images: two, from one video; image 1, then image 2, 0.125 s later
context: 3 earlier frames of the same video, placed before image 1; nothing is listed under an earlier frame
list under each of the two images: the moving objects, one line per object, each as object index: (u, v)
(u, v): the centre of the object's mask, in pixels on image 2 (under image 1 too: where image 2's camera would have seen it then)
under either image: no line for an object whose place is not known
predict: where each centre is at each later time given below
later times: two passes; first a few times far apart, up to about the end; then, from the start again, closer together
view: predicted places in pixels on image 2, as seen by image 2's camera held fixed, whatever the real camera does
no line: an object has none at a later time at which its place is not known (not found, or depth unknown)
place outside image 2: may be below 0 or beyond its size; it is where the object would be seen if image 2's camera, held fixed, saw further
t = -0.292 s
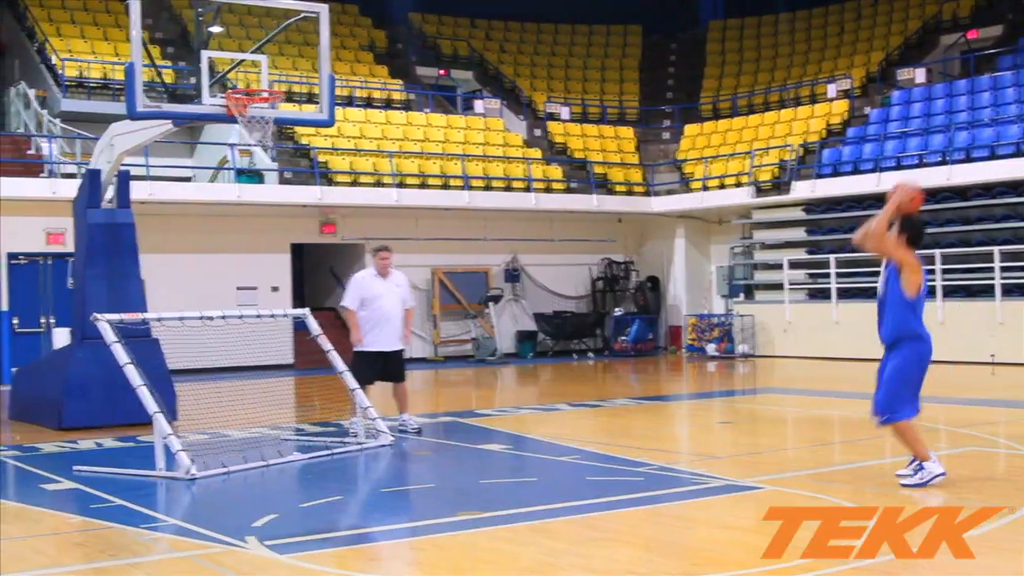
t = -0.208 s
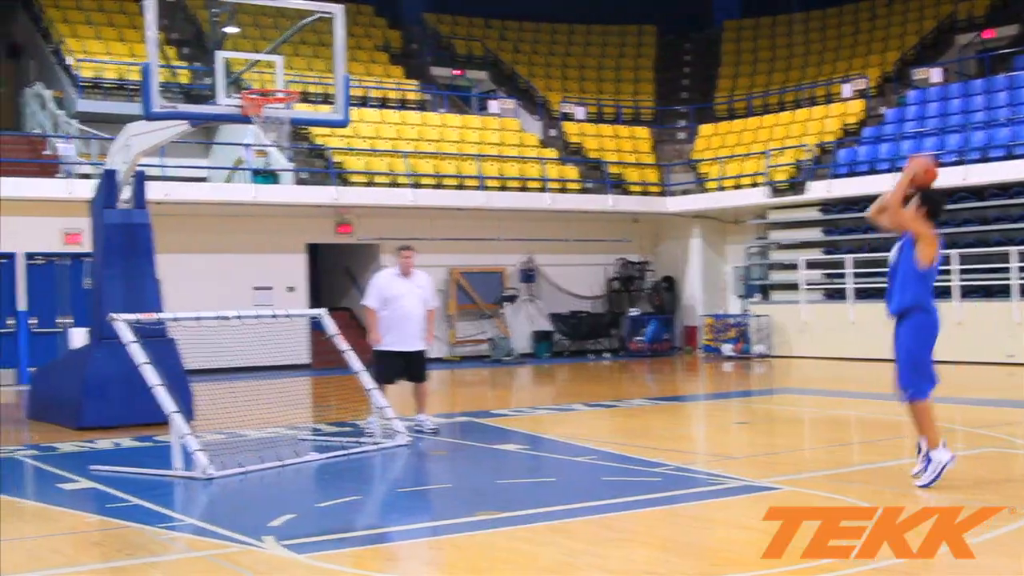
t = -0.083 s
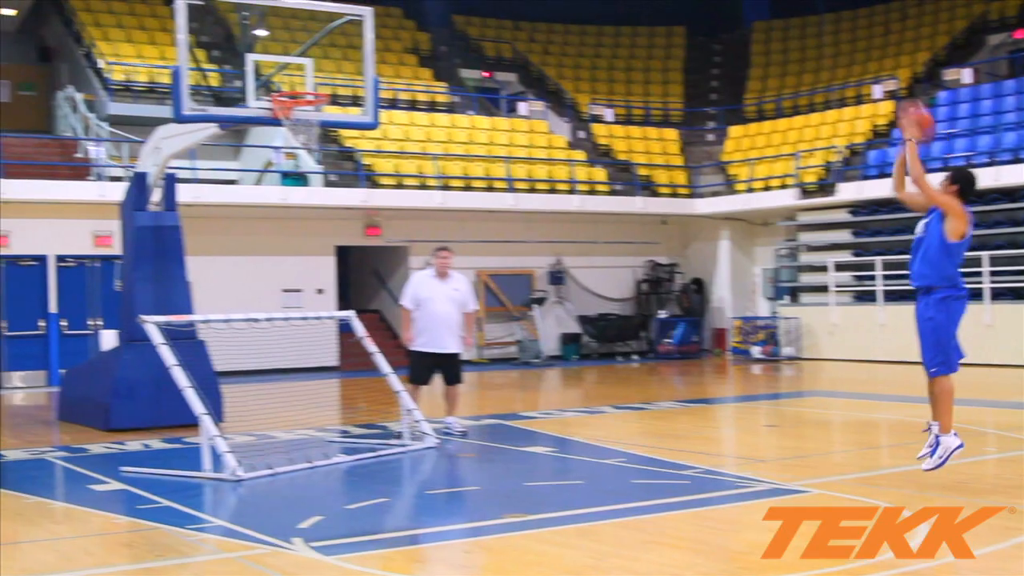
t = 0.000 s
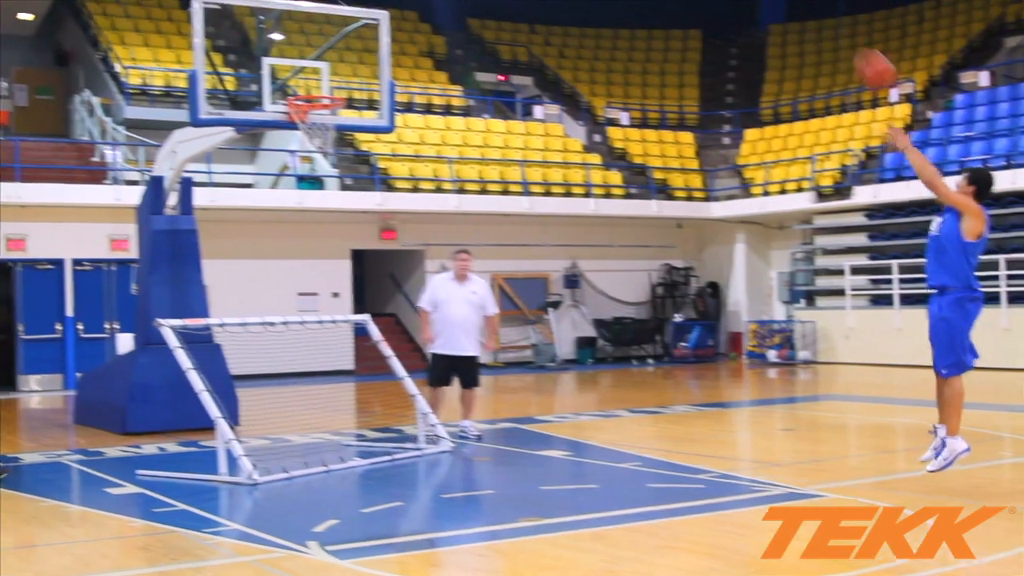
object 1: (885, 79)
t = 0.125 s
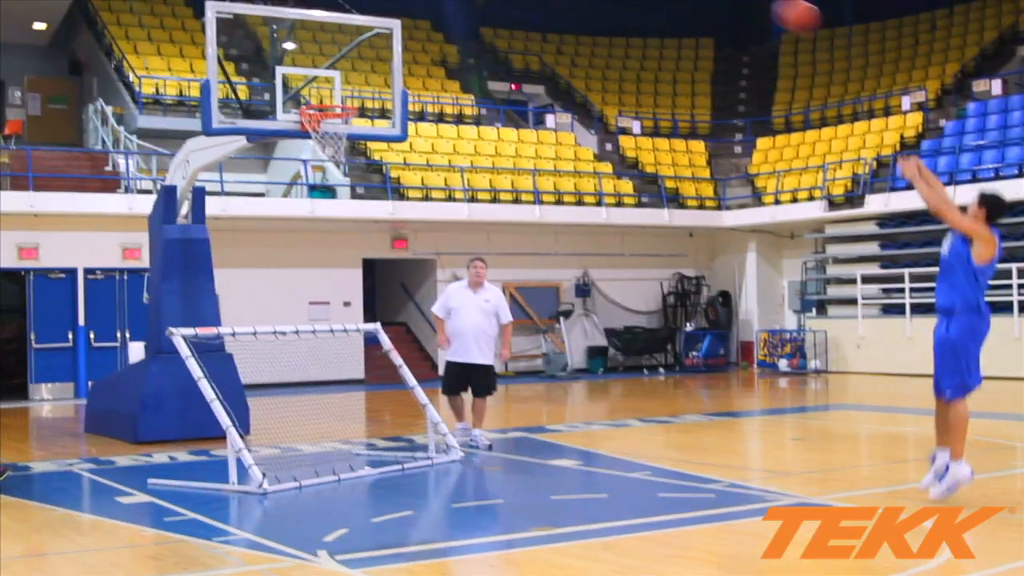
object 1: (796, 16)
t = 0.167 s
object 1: (769, 5)
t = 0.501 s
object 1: (557, -38)
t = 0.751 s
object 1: (429, 12)
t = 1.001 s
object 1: (314, 130)
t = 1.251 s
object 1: (281, 228)
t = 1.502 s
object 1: (246, 404)
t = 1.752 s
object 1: (374, 481)
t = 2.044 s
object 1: (543, 456)
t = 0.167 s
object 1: (769, 5)
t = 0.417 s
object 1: (606, -34)
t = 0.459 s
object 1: (581, -37)
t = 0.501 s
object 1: (557, -38)
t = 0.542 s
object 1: (535, -38)
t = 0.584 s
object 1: (514, -32)
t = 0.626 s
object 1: (491, -23)
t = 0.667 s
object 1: (469, -13)
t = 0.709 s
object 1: (448, 0)
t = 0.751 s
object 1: (429, 12)
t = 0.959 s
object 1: (316, 117)
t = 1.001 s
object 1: (314, 130)
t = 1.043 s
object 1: (310, 141)
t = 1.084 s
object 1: (305, 154)
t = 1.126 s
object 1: (299, 169)
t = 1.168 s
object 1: (293, 184)
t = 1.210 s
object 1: (288, 203)
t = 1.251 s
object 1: (281, 228)
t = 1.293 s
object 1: (277, 248)
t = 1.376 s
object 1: (264, 303)
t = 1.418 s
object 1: (258, 336)
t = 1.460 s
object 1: (252, 369)
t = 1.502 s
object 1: (246, 404)
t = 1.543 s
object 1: (250, 425)
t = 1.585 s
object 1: (273, 433)
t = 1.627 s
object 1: (296, 440)
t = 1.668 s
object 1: (322, 453)
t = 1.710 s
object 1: (346, 464)
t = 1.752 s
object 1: (374, 481)
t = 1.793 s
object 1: (395, 474)
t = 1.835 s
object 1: (418, 465)
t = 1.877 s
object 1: (441, 458)
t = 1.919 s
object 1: (468, 454)
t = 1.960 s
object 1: (493, 452)
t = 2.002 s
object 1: (517, 452)
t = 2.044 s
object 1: (543, 456)
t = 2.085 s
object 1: (571, 463)
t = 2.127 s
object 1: (599, 473)
